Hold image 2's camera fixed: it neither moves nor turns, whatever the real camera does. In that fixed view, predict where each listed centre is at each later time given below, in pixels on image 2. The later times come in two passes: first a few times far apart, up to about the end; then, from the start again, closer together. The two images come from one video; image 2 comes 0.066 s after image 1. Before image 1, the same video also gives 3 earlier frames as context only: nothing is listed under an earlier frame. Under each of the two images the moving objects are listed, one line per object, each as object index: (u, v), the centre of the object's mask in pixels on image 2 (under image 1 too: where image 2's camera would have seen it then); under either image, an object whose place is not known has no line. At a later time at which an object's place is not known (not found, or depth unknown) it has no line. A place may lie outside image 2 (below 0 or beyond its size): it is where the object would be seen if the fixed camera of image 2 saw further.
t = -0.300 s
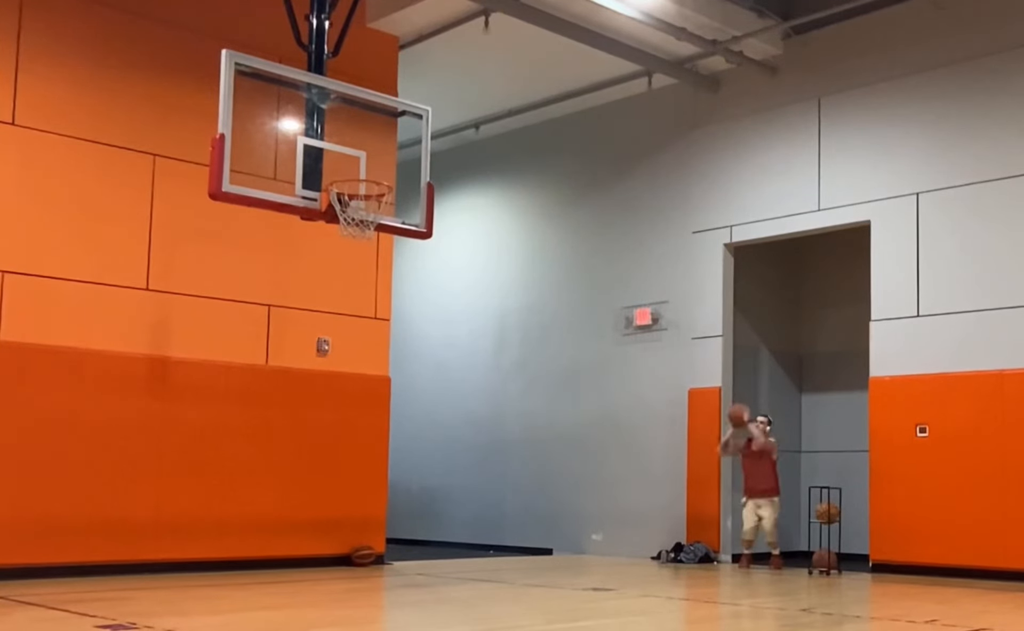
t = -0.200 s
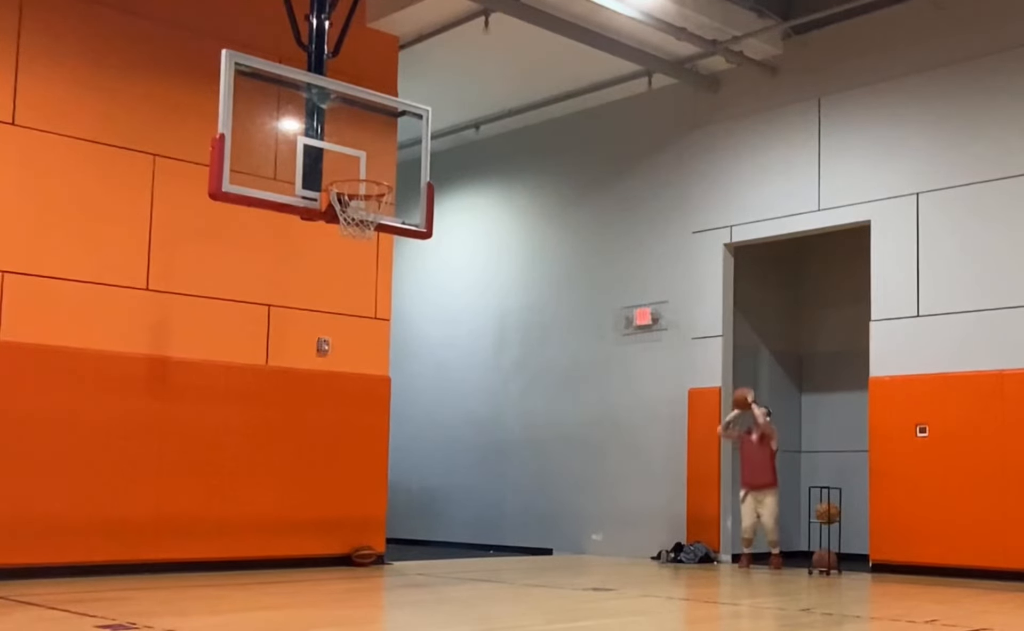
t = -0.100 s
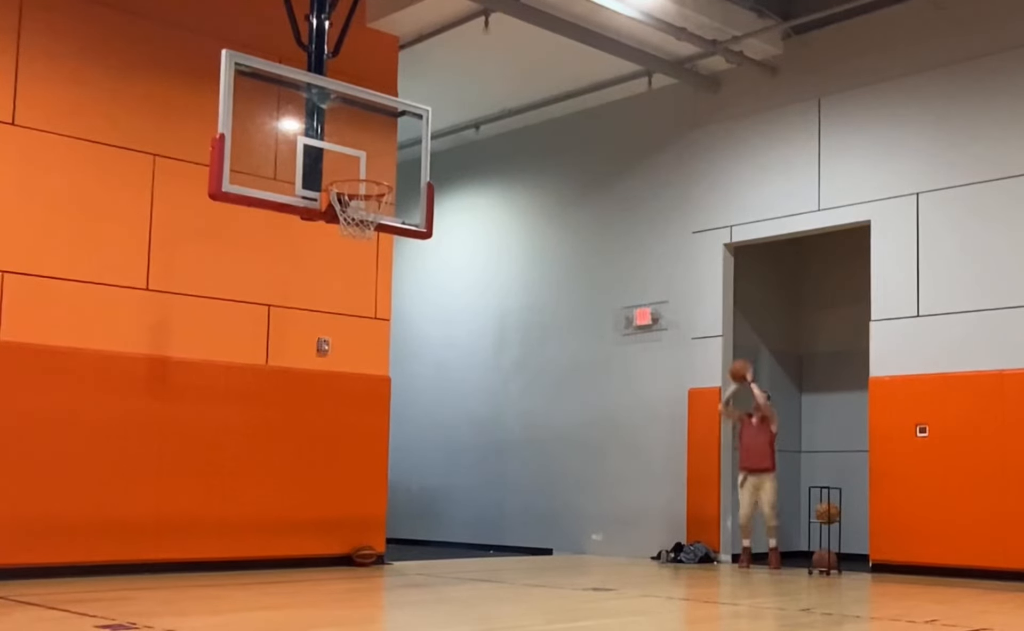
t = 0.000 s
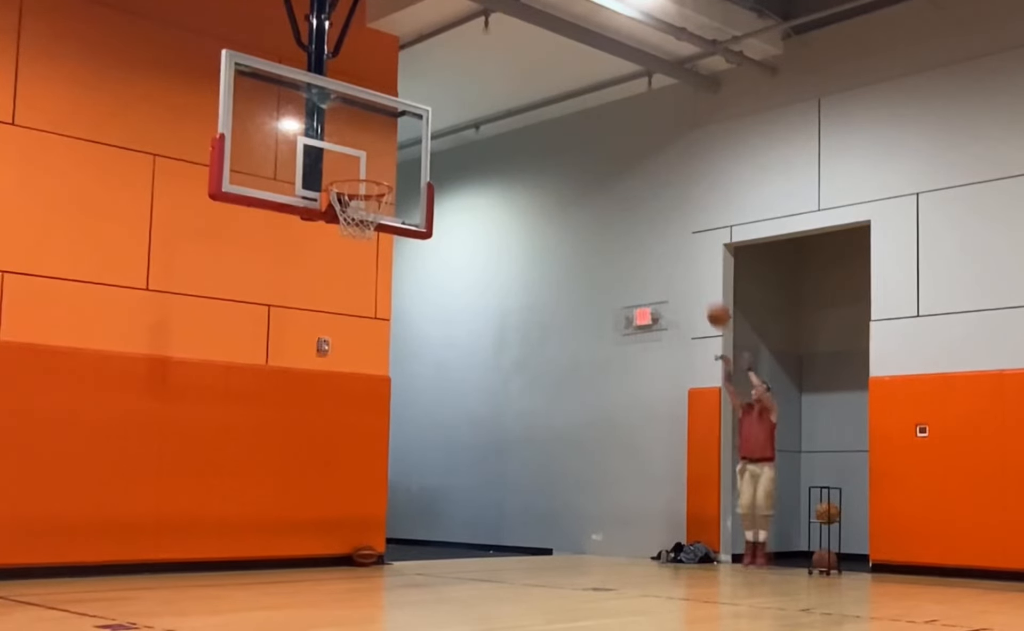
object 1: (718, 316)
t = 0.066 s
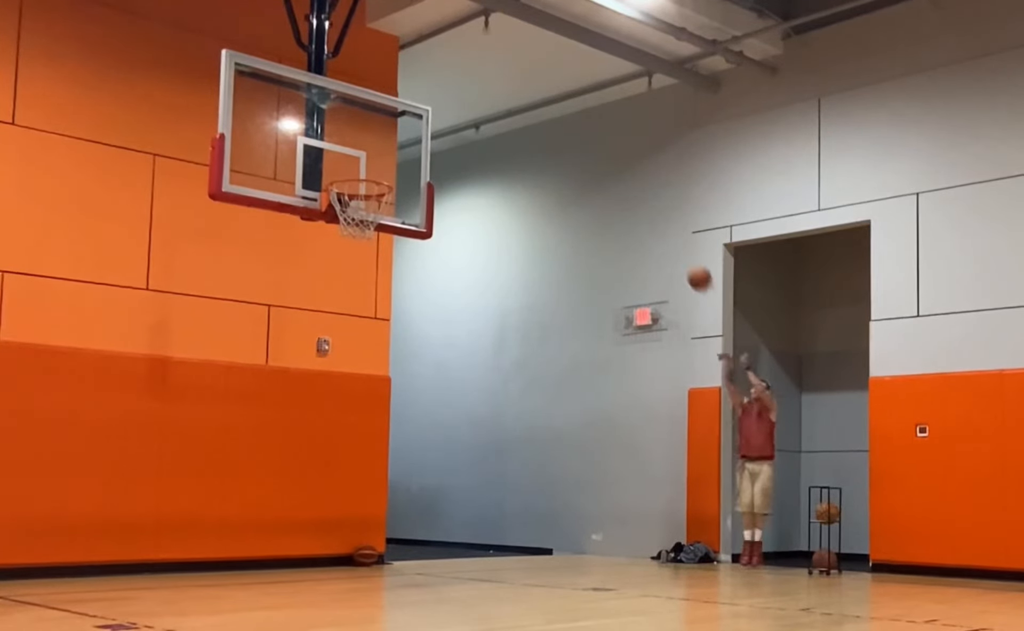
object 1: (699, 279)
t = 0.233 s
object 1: (650, 200)
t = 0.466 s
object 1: (574, 131)
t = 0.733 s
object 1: (473, 120)
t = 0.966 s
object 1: (368, 175)
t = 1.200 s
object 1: (338, 214)
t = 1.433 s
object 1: (358, 274)
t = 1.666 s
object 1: (376, 410)
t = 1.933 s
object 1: (395, 549)
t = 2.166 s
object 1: (412, 433)
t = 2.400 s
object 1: (426, 390)
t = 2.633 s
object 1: (437, 415)
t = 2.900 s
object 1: (446, 526)
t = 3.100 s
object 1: (455, 529)
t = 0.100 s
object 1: (690, 262)
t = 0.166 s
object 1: (670, 229)
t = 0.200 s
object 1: (660, 214)
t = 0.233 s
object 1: (650, 200)
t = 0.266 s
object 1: (640, 188)
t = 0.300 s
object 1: (630, 176)
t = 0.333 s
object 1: (618, 165)
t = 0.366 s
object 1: (608, 155)
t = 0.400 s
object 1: (597, 146)
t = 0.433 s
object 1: (586, 139)
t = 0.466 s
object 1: (574, 131)
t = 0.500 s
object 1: (562, 126)
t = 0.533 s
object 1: (551, 122)
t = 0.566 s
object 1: (539, 118)
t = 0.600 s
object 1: (527, 116)
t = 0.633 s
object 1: (514, 115)
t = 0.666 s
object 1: (501, 115)
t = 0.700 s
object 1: (487, 117)
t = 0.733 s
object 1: (473, 120)
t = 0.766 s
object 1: (459, 124)
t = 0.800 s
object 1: (445, 129)
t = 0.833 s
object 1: (430, 135)
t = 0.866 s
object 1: (415, 144)
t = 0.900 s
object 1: (400, 153)
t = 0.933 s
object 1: (385, 164)
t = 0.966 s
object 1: (368, 175)
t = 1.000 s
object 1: (352, 191)
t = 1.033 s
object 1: (336, 205)
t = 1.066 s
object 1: (334, 206)
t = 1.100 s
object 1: (332, 201)
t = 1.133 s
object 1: (332, 204)
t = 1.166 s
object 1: (335, 212)
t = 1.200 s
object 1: (338, 214)
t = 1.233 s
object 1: (340, 219)
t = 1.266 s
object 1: (342, 221)
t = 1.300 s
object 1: (347, 232)
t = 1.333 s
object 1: (350, 239)
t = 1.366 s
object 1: (353, 247)
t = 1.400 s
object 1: (355, 261)
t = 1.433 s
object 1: (358, 274)
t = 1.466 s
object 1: (361, 290)
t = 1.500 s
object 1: (364, 306)
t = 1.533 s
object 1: (366, 324)
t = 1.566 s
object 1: (369, 343)
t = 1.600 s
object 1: (371, 363)
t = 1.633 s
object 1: (374, 385)
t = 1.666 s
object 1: (376, 410)
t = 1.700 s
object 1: (379, 433)
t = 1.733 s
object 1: (381, 460)
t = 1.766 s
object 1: (384, 487)
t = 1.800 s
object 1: (385, 515)
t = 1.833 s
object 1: (389, 546)
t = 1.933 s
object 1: (395, 549)
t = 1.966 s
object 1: (398, 529)
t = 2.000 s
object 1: (400, 508)
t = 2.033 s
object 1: (403, 490)
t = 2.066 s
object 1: (405, 473)
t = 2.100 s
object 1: (407, 459)
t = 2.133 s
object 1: (410, 445)
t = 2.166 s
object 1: (412, 433)
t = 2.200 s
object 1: (414, 422)
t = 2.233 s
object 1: (416, 413)
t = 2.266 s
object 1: (418, 406)
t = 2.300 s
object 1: (420, 400)
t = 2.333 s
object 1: (422, 395)
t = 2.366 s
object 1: (424, 391)
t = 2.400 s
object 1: (426, 390)
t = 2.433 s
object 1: (428, 389)
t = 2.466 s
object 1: (429, 390)
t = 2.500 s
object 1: (431, 392)
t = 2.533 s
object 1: (432, 396)
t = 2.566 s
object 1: (434, 401)
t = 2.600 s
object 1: (435, 407)
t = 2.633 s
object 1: (437, 415)
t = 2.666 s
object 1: (439, 424)
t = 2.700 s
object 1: (440, 434)
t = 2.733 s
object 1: (442, 446)
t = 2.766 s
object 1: (443, 460)
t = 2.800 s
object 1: (444, 473)
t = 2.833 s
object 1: (445, 490)
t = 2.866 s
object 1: (446, 508)
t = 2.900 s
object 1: (446, 526)
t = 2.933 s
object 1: (448, 546)
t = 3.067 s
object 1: (453, 544)
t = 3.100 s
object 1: (455, 529)
